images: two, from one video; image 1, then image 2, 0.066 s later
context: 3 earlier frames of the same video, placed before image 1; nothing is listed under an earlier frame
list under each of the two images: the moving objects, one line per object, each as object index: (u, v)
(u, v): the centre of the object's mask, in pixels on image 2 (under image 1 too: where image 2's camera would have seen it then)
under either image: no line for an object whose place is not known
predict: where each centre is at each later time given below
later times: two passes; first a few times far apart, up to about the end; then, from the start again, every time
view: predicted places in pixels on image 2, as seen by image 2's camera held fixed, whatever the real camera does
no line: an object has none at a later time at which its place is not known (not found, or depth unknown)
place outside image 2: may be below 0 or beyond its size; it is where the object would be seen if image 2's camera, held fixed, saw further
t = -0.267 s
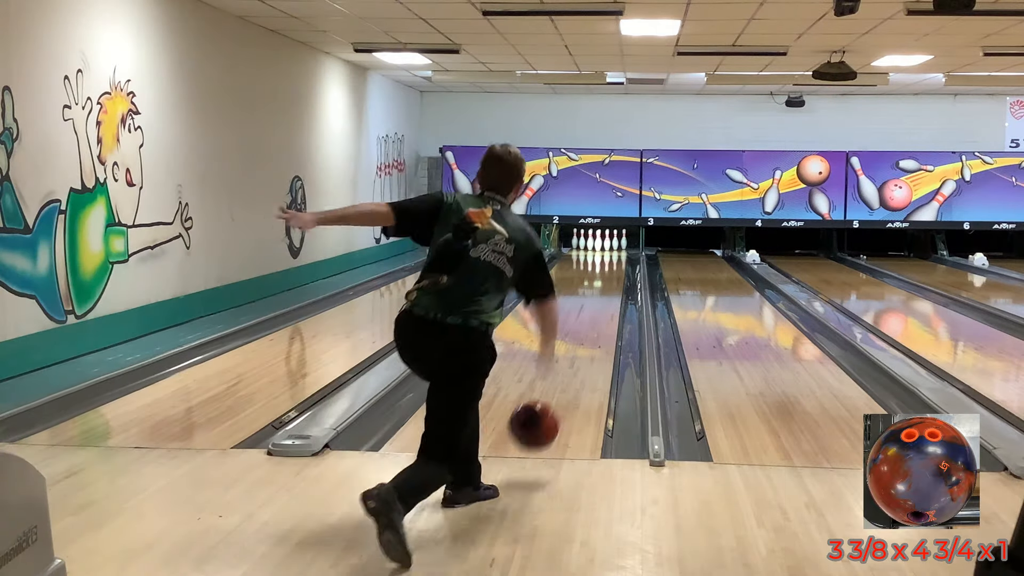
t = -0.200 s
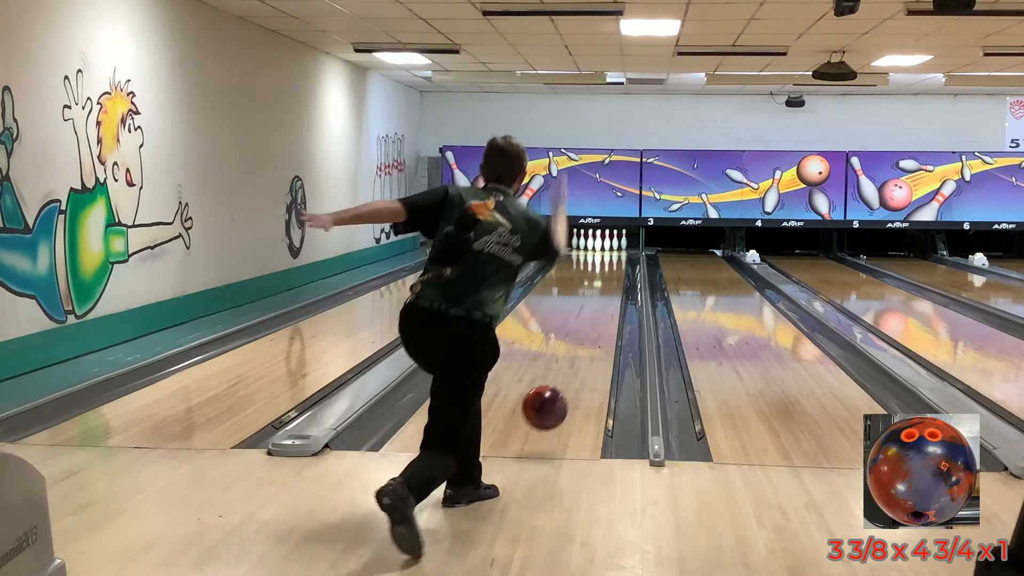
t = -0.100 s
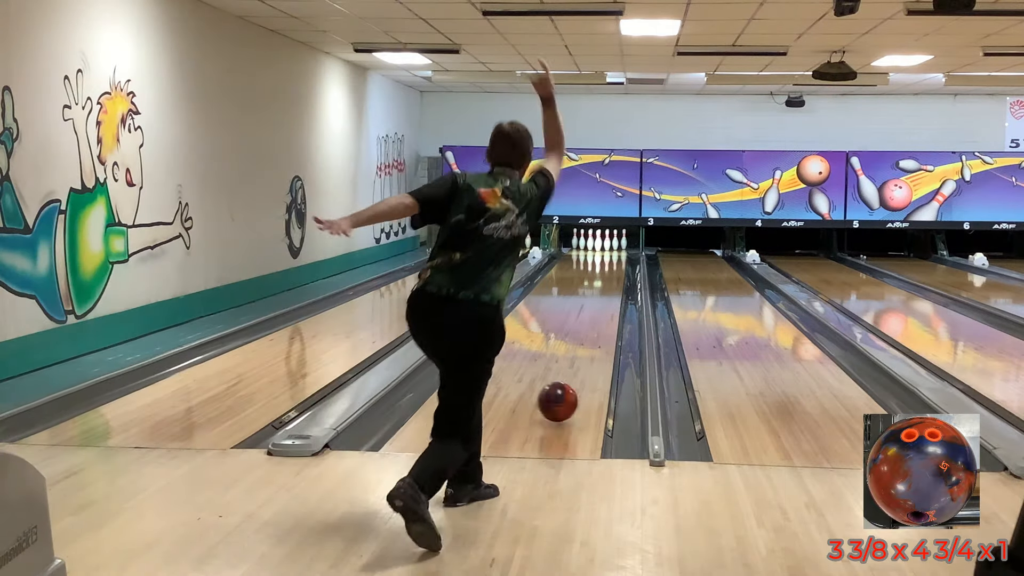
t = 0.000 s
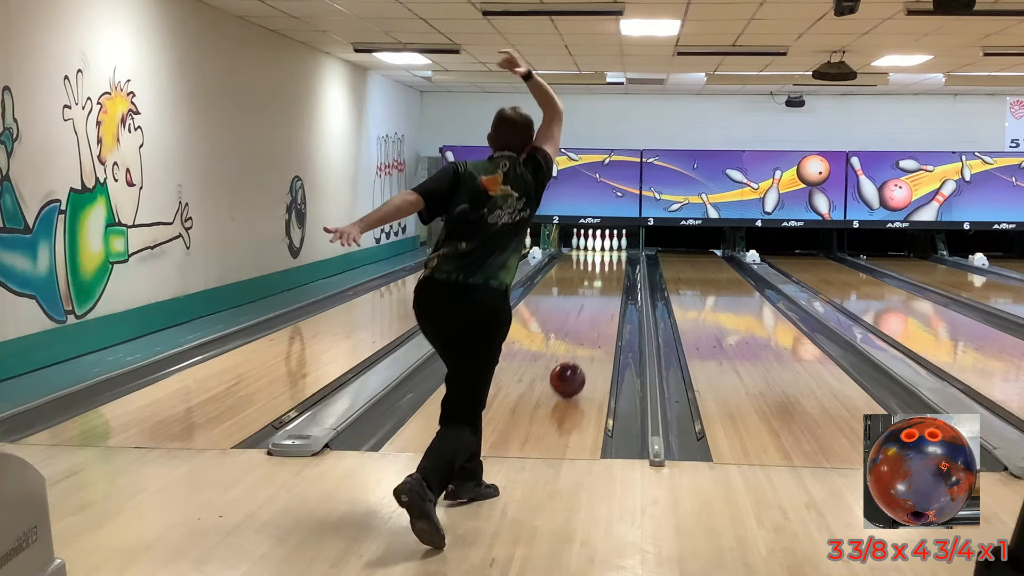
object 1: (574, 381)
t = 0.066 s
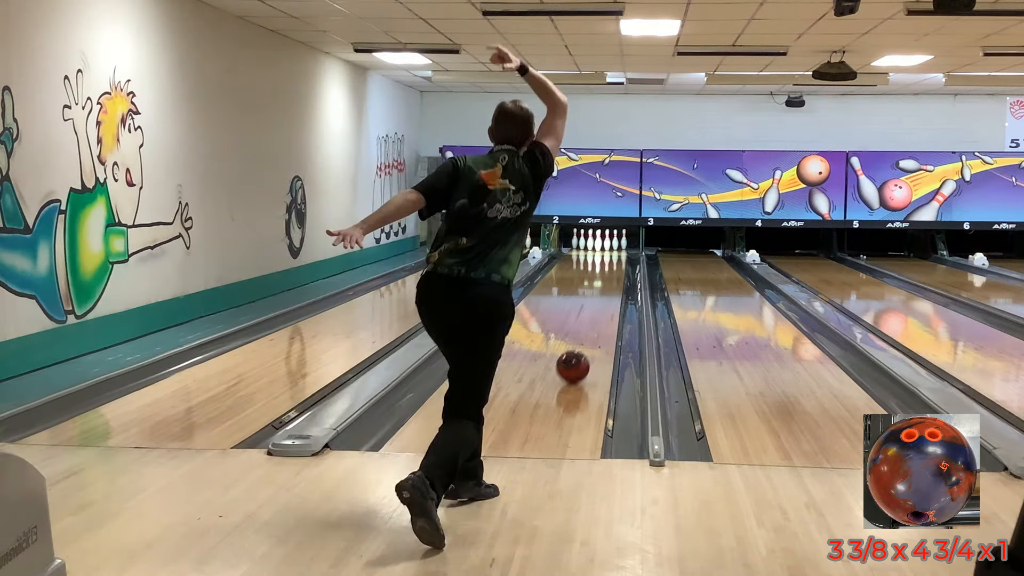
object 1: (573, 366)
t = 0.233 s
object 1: (584, 339)
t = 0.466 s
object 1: (593, 313)
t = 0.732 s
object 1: (600, 292)
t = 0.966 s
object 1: (604, 278)
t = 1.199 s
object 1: (607, 268)
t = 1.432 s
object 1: (608, 259)
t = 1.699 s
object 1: (607, 252)
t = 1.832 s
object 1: (606, 249)
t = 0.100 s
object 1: (576, 360)
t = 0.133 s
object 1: (578, 355)
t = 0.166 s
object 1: (580, 349)
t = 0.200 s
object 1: (585, 344)
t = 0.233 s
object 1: (584, 339)
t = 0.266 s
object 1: (585, 335)
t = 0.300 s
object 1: (587, 331)
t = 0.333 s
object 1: (588, 327)
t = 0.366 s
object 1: (590, 323)
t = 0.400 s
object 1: (591, 320)
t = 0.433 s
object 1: (592, 316)
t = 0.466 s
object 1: (593, 313)
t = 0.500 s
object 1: (595, 310)
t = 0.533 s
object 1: (596, 307)
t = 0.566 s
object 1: (596, 304)
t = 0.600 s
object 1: (597, 302)
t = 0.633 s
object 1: (598, 299)
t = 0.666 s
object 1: (599, 297)
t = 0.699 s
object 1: (600, 294)
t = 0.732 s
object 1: (600, 292)
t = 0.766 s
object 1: (601, 290)
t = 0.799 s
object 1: (601, 288)
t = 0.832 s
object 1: (602, 286)
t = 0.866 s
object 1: (603, 284)
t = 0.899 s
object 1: (603, 282)
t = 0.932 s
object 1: (604, 280)
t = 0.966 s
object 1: (604, 278)
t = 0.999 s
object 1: (605, 277)
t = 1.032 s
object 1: (605, 275)
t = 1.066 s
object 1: (605, 274)
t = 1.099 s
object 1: (606, 272)
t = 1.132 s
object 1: (606, 271)
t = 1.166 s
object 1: (606, 269)
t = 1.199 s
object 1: (607, 268)
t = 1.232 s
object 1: (607, 267)
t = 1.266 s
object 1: (607, 265)
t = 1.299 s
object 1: (607, 264)
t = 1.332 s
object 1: (608, 263)
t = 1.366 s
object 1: (608, 262)
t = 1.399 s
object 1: (608, 261)
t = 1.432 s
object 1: (608, 259)
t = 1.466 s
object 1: (608, 259)
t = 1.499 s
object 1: (608, 258)
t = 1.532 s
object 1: (608, 257)
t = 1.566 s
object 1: (608, 255)
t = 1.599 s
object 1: (607, 255)
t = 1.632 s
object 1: (607, 254)
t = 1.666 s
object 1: (607, 253)
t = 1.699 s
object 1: (607, 252)
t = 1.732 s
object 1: (607, 251)
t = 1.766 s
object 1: (606, 250)
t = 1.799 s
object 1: (606, 249)
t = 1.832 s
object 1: (606, 249)
